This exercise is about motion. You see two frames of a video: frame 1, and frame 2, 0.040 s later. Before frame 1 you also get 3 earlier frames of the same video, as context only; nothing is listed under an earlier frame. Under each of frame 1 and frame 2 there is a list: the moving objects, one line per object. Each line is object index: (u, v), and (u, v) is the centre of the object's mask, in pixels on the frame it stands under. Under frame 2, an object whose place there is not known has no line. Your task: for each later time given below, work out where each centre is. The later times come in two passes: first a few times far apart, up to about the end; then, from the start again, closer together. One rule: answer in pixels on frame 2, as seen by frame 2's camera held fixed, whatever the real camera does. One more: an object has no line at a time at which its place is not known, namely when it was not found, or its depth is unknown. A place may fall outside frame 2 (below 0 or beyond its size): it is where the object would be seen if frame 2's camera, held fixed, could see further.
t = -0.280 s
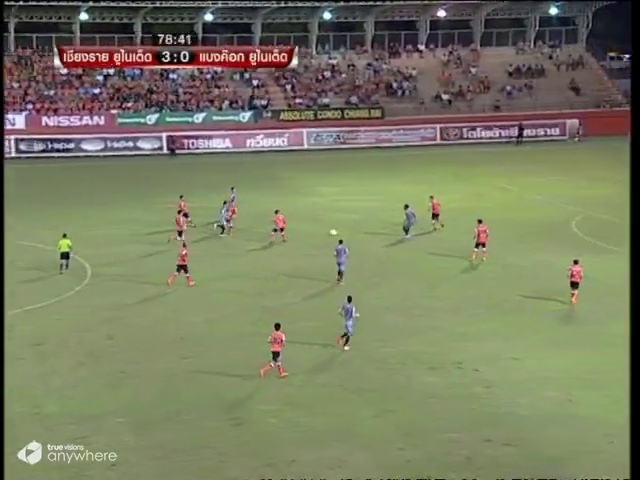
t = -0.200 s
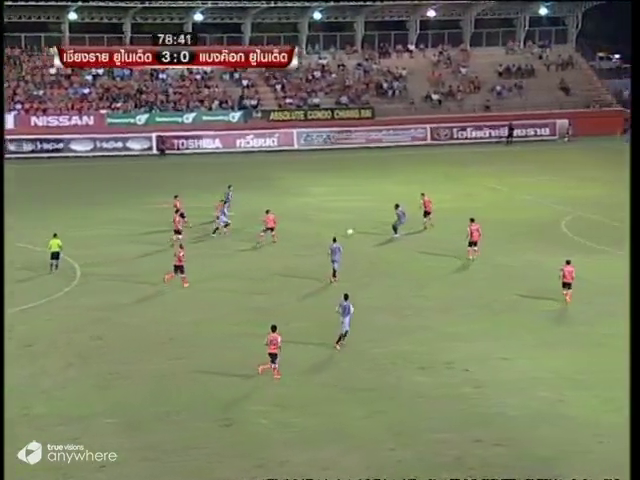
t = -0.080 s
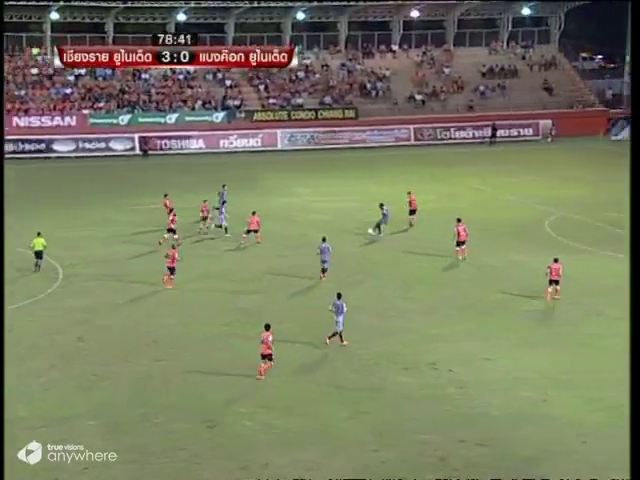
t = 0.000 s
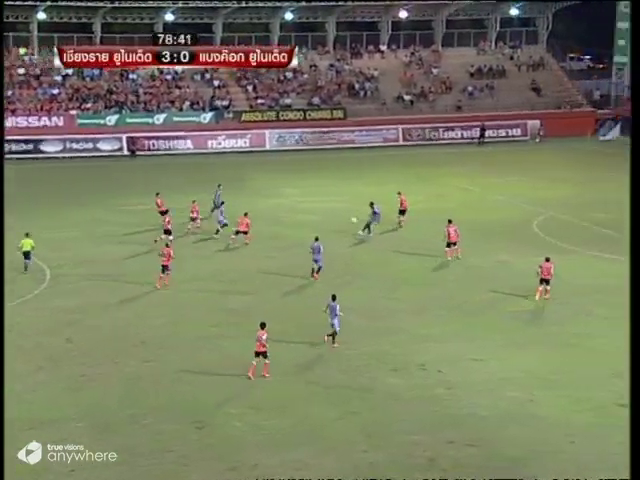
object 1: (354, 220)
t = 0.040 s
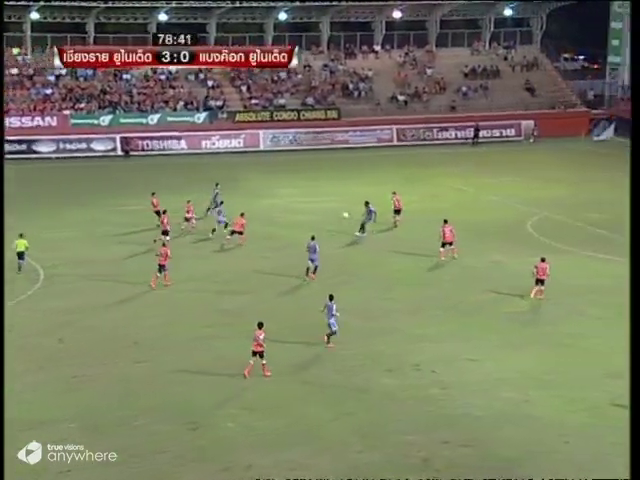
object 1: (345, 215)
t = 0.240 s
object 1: (333, 194)
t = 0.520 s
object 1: (321, 181)
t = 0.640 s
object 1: (316, 181)
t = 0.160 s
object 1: (338, 201)
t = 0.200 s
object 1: (336, 197)
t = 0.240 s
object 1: (333, 194)
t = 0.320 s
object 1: (330, 189)
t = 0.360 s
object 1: (328, 186)
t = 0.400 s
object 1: (326, 185)
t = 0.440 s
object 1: (324, 183)
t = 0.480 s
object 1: (322, 182)
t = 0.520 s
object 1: (321, 181)
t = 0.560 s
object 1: (319, 181)
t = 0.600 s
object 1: (318, 181)
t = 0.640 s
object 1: (316, 181)
